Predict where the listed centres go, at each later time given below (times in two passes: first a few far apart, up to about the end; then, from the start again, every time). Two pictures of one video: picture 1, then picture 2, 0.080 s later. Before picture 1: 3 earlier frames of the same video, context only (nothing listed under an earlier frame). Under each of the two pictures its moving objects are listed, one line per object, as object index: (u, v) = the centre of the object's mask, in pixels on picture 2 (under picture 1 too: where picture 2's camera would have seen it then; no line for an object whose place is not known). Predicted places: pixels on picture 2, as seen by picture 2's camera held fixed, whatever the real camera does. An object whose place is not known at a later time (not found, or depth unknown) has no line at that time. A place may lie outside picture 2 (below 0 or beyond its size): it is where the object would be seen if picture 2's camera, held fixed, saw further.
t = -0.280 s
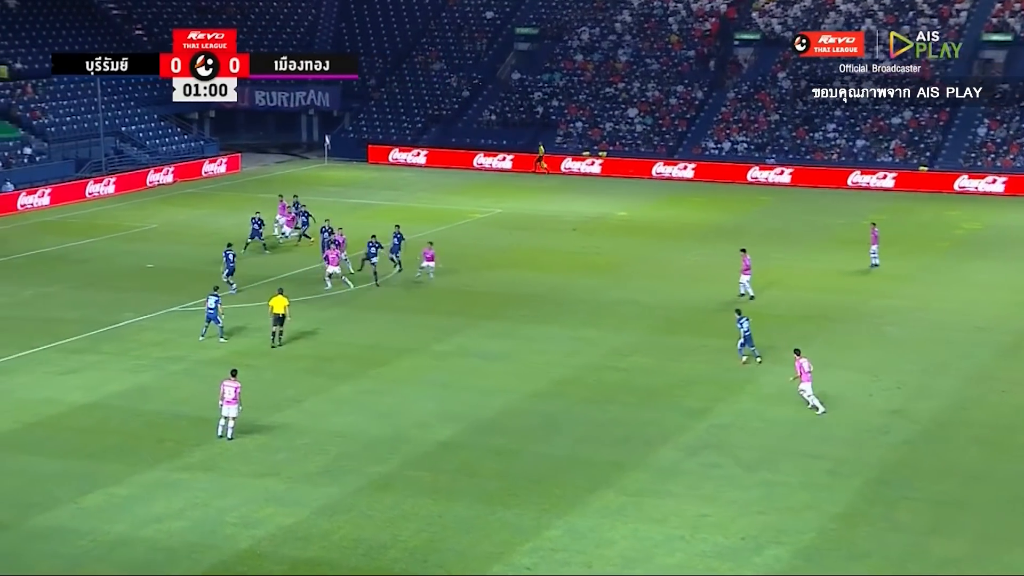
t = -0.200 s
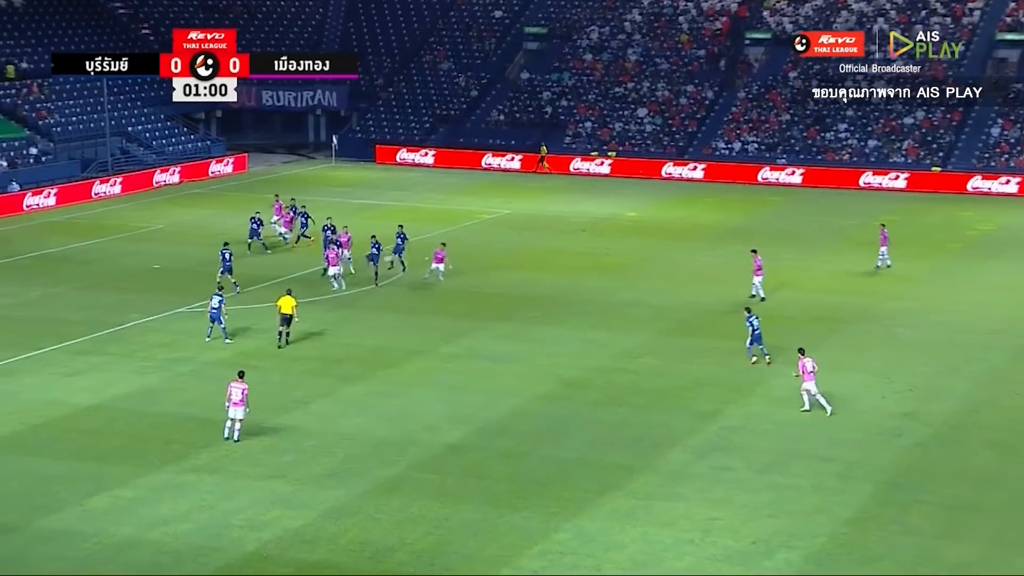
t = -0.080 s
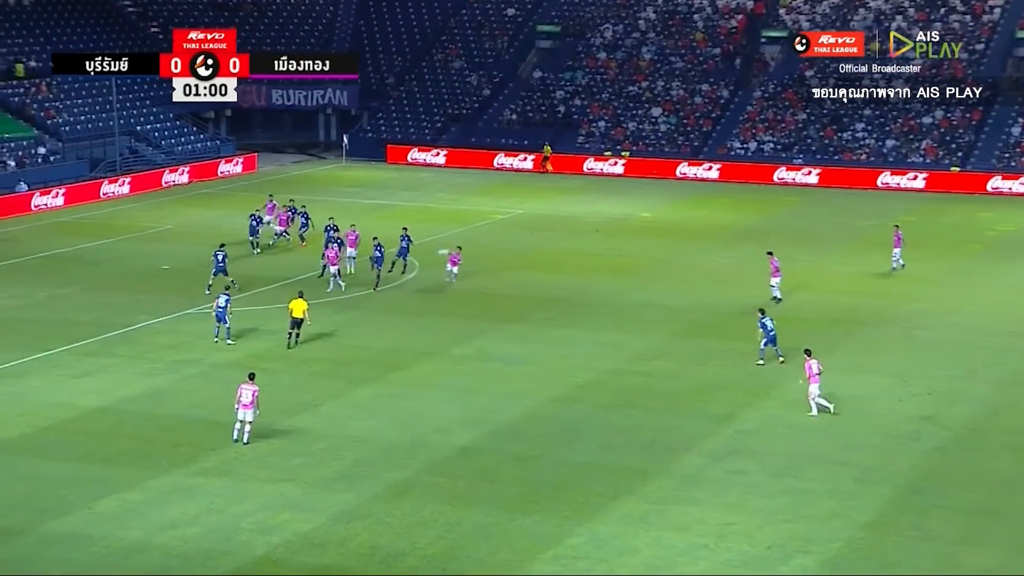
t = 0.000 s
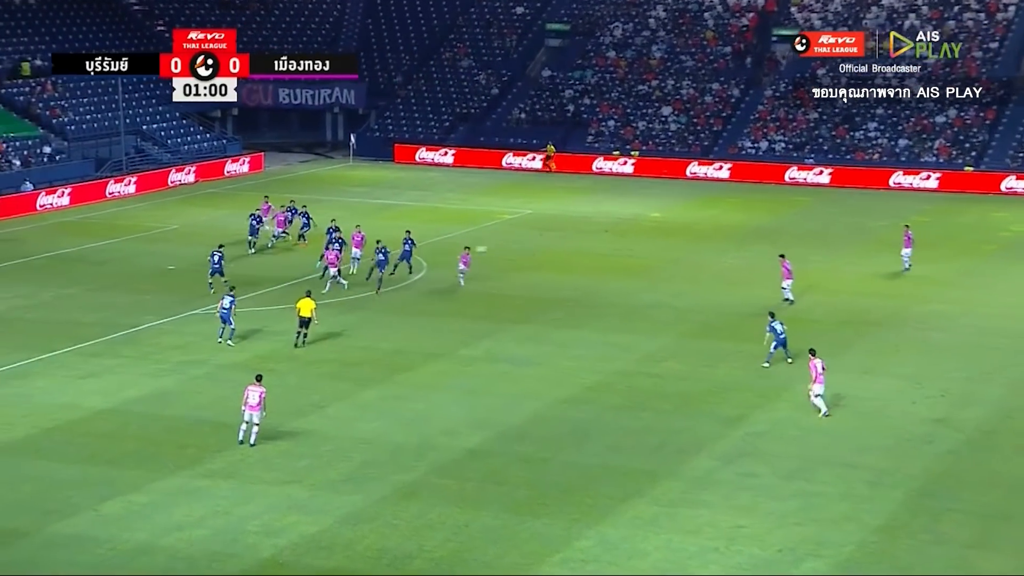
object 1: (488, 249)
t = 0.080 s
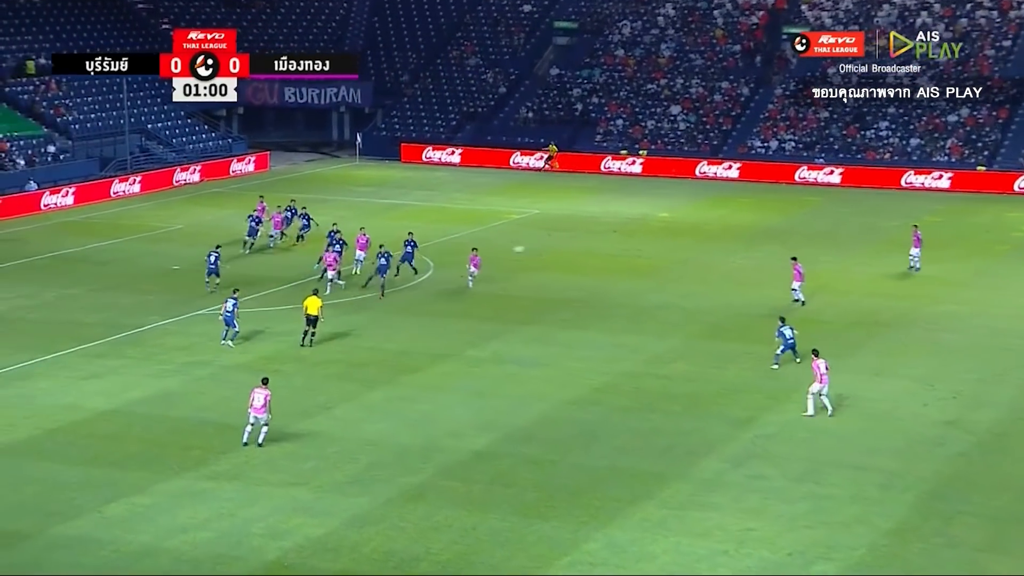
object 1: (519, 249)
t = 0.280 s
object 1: (598, 260)
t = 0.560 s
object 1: (709, 296)
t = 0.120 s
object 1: (534, 250)
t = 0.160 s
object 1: (550, 251)
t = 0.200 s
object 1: (565, 254)
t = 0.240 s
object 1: (581, 257)
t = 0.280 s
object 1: (598, 260)
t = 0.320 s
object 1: (614, 263)
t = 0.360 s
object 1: (630, 267)
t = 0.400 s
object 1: (646, 271)
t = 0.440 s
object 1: (661, 277)
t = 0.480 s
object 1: (677, 282)
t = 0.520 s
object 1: (692, 288)
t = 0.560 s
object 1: (709, 296)
